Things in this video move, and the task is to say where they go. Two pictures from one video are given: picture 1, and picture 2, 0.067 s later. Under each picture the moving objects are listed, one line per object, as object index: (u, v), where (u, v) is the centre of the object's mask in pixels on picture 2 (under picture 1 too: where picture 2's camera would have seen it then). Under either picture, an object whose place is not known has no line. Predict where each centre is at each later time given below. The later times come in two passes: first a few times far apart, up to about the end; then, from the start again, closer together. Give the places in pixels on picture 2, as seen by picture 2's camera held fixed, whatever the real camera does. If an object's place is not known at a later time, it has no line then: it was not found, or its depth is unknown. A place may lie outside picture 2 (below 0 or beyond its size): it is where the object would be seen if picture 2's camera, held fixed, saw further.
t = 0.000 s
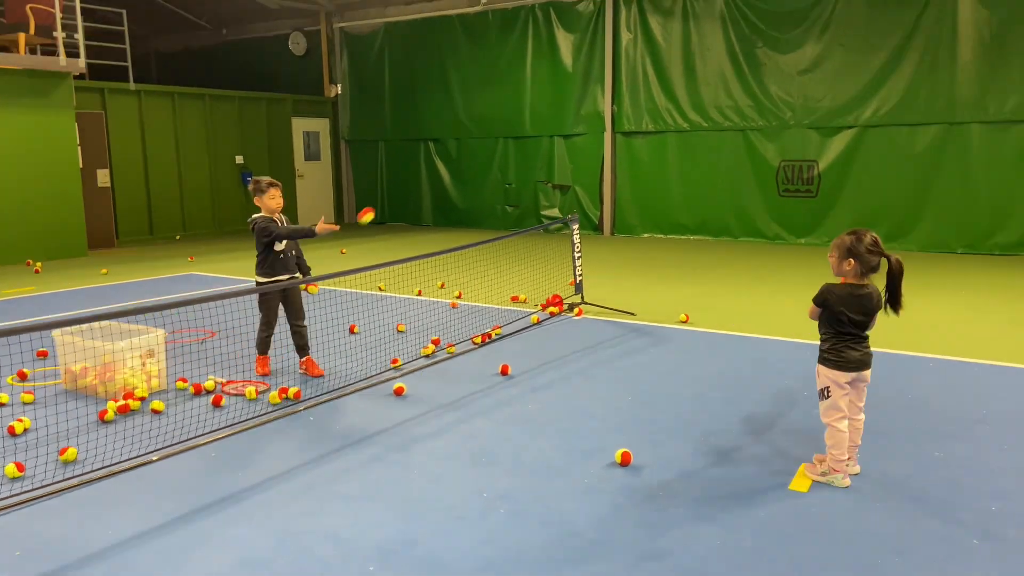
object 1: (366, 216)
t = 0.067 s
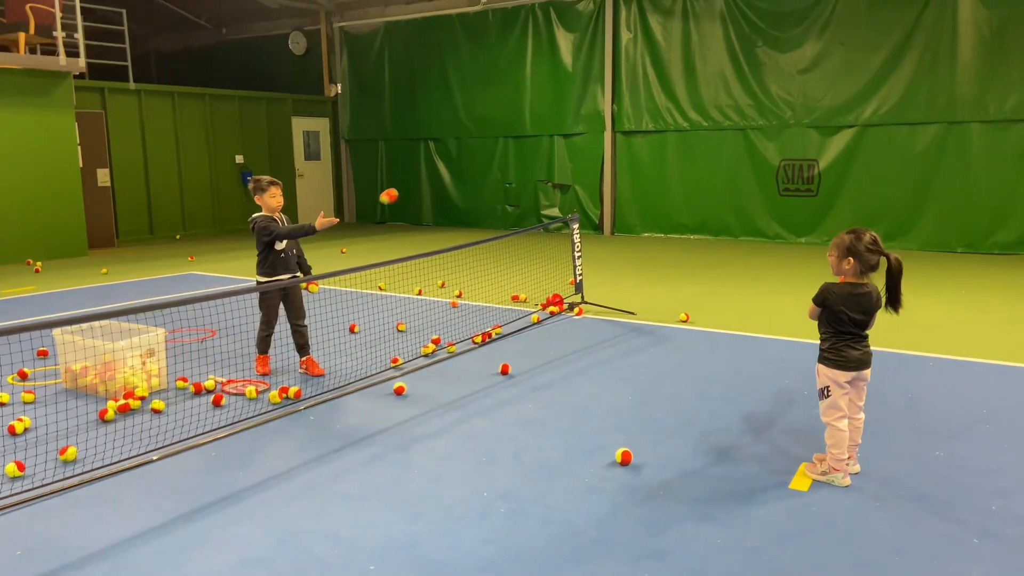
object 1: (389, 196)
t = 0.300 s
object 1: (472, 188)
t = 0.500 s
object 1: (546, 256)
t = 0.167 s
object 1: (424, 181)
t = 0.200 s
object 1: (436, 180)
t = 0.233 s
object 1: (447, 181)
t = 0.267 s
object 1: (459, 184)
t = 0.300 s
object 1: (472, 188)
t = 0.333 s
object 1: (484, 195)
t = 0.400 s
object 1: (509, 214)
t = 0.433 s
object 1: (521, 226)
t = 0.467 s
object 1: (534, 240)
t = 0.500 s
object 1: (546, 256)
